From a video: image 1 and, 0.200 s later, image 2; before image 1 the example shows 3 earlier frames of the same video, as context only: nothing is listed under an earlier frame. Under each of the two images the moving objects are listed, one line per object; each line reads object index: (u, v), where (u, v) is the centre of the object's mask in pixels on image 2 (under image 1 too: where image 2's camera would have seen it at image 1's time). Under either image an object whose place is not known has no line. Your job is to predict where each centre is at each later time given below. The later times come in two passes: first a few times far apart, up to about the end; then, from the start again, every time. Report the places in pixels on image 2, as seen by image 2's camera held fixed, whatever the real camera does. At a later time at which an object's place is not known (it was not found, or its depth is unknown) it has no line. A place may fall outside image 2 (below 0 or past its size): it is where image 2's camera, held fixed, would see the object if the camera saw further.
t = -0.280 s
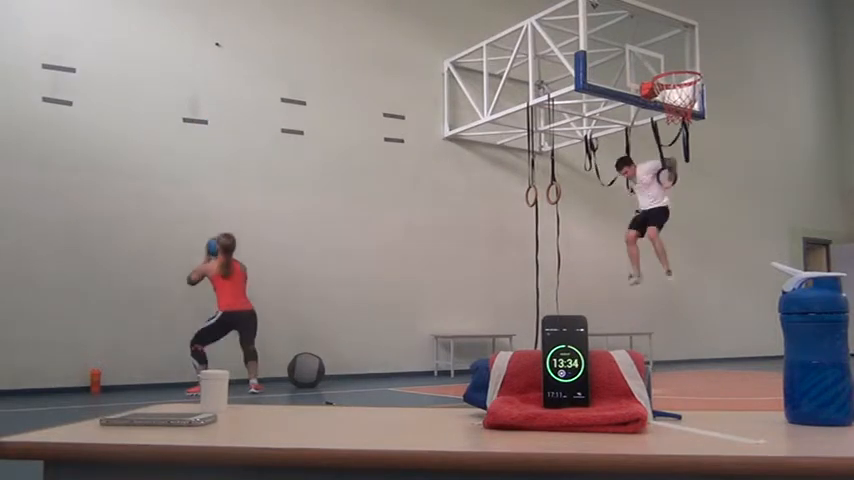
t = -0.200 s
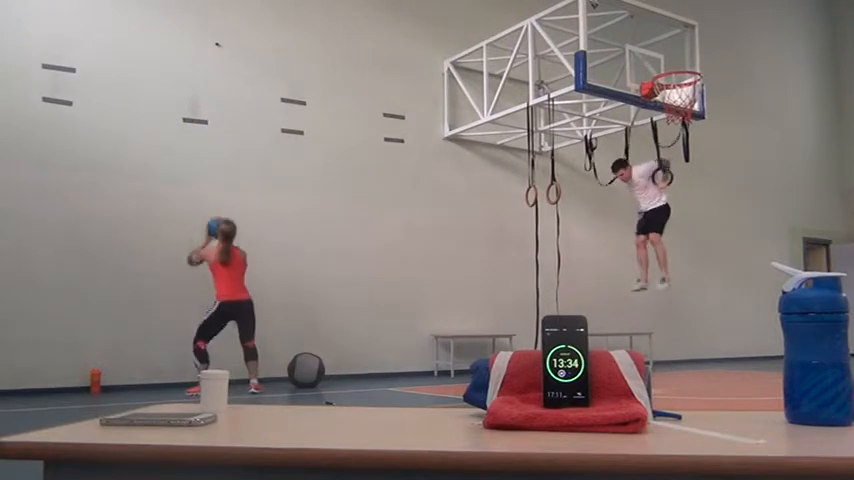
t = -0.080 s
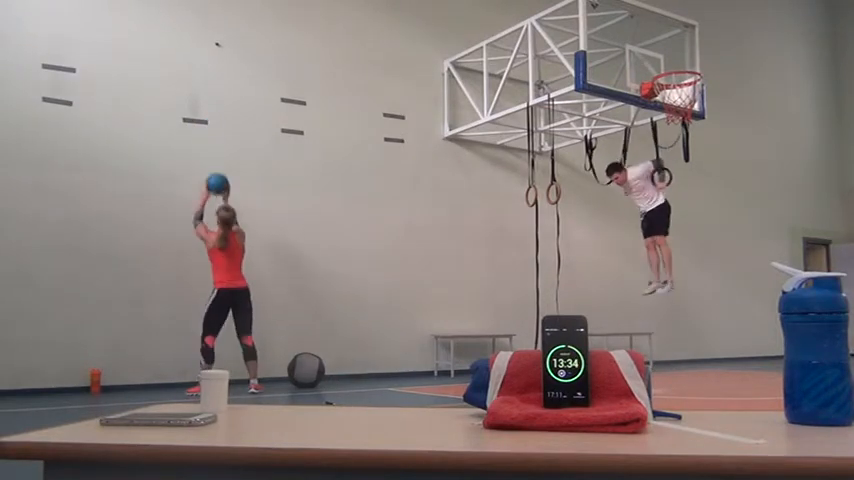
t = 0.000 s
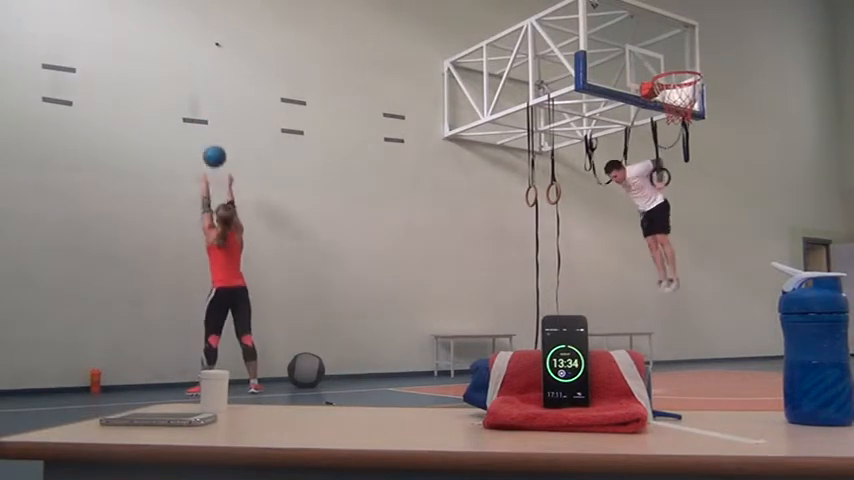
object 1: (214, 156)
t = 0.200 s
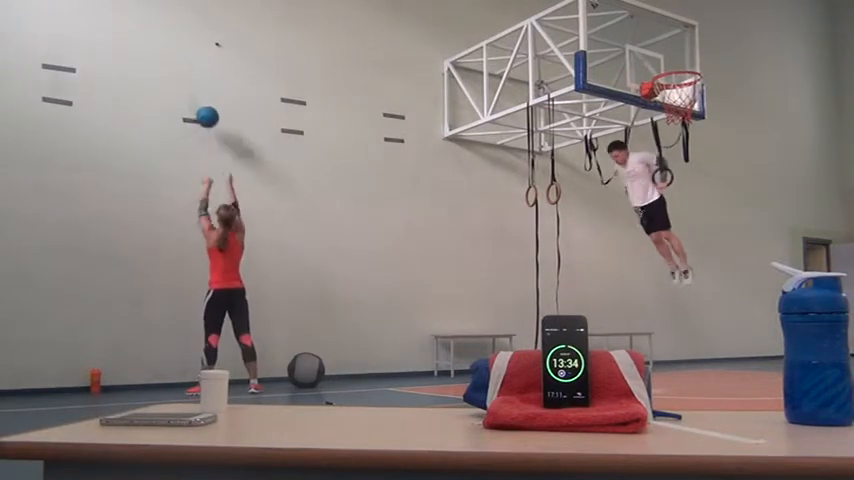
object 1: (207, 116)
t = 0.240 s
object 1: (205, 113)
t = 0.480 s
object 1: (207, 119)
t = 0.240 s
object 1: (205, 113)
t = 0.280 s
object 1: (203, 112)
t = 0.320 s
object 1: (202, 112)
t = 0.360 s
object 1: (203, 112)
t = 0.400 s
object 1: (204, 112)
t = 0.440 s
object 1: (205, 115)
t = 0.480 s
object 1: (207, 119)
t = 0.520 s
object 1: (208, 124)
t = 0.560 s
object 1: (209, 132)
